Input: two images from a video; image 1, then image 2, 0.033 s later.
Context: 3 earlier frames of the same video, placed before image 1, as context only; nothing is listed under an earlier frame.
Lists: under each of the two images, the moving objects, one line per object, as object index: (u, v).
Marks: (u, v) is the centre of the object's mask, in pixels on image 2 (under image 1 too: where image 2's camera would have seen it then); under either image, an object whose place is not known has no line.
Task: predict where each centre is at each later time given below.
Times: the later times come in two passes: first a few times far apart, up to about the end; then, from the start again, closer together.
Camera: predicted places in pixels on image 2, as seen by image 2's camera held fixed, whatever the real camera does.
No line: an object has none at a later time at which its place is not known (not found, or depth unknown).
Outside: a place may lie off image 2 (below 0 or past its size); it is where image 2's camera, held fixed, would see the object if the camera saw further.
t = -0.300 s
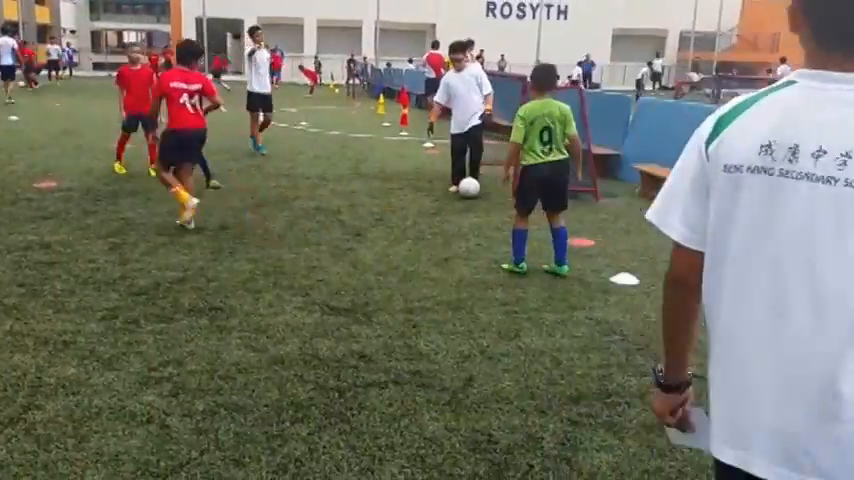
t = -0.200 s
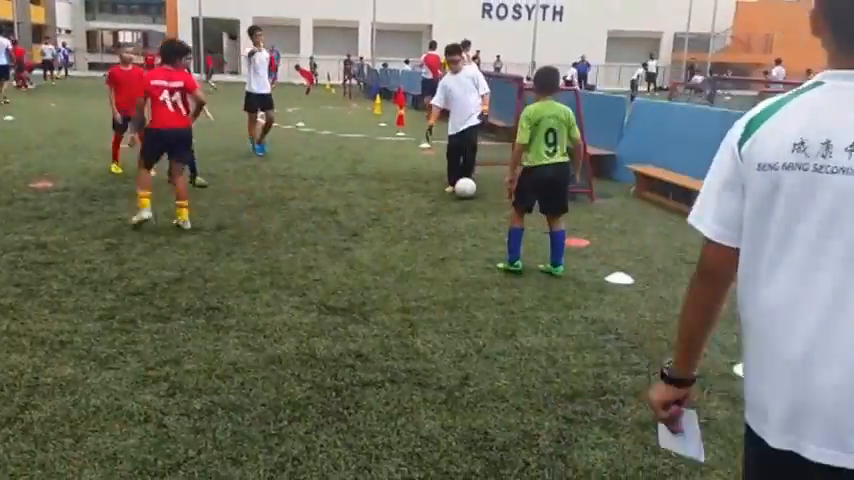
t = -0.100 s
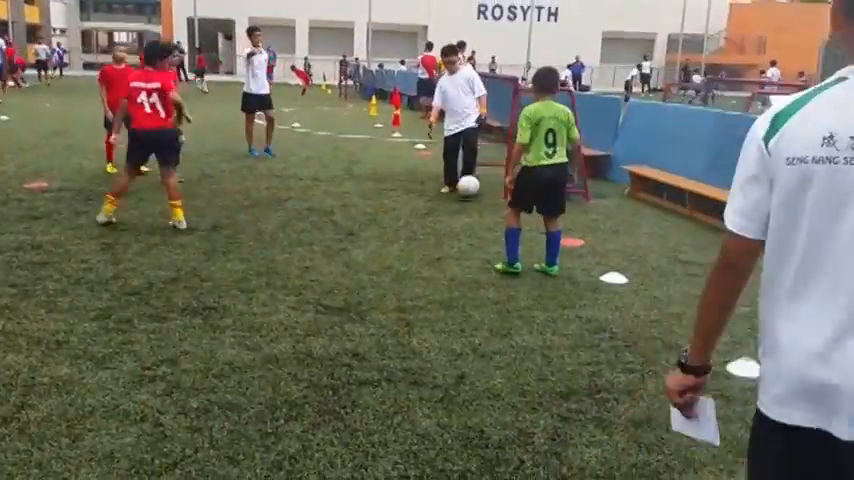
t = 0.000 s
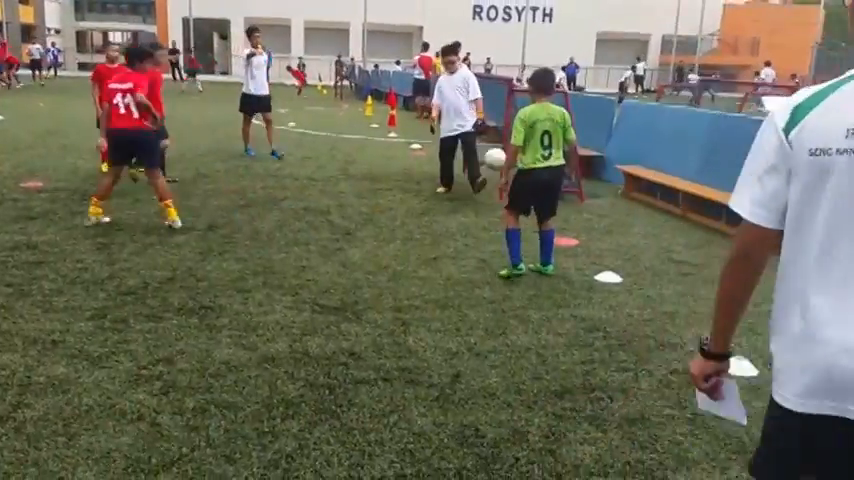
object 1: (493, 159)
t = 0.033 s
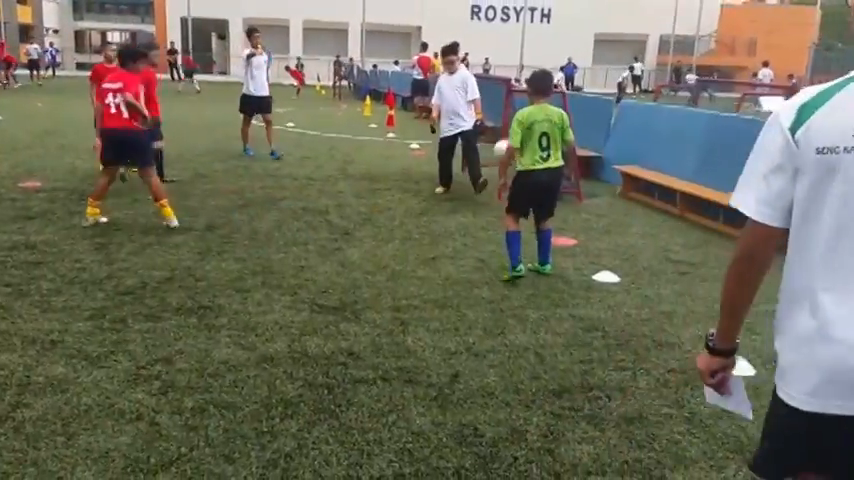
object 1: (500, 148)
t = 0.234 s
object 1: (583, 115)
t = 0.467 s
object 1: (699, 132)
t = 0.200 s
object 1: (572, 116)
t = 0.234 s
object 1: (583, 115)
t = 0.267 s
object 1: (598, 113)
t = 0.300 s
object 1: (614, 113)
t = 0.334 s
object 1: (629, 114)
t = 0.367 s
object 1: (646, 116)
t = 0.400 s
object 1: (663, 119)
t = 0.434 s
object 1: (681, 125)
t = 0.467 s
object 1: (699, 132)
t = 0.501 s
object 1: (718, 142)
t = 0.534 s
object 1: (738, 153)
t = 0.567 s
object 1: (758, 168)
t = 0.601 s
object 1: (779, 185)
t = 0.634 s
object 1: (800, 204)
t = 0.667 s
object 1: (821, 225)
